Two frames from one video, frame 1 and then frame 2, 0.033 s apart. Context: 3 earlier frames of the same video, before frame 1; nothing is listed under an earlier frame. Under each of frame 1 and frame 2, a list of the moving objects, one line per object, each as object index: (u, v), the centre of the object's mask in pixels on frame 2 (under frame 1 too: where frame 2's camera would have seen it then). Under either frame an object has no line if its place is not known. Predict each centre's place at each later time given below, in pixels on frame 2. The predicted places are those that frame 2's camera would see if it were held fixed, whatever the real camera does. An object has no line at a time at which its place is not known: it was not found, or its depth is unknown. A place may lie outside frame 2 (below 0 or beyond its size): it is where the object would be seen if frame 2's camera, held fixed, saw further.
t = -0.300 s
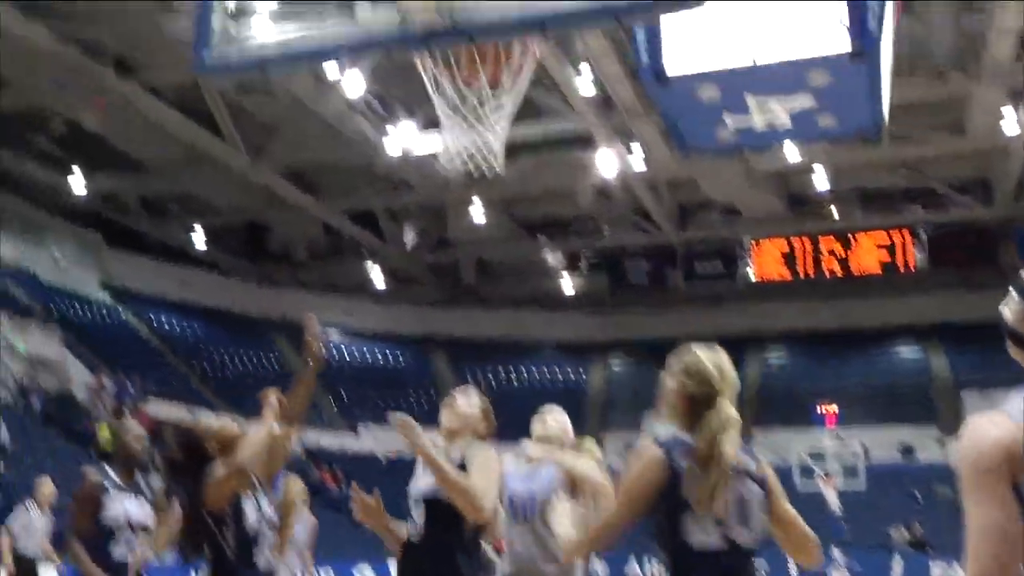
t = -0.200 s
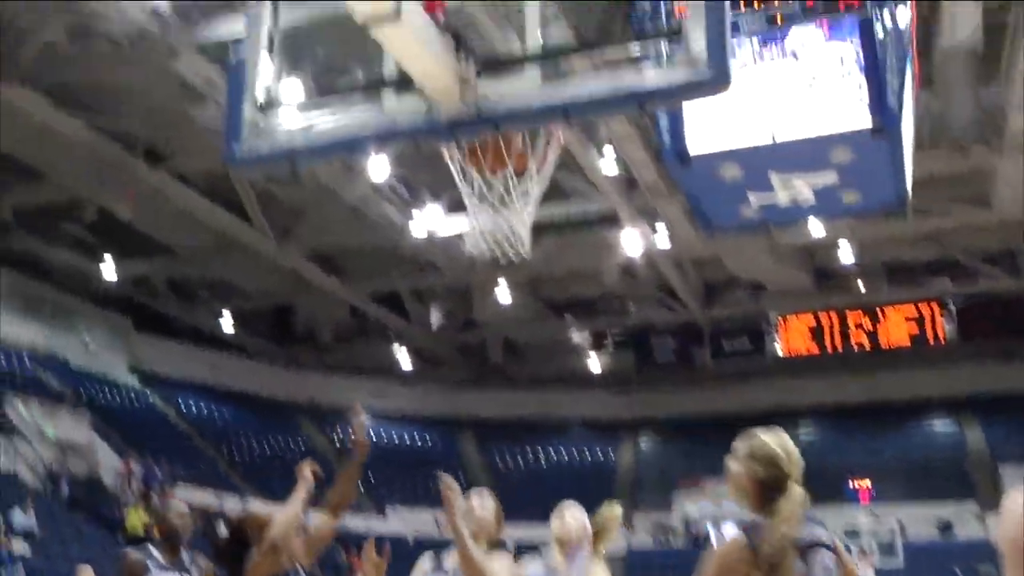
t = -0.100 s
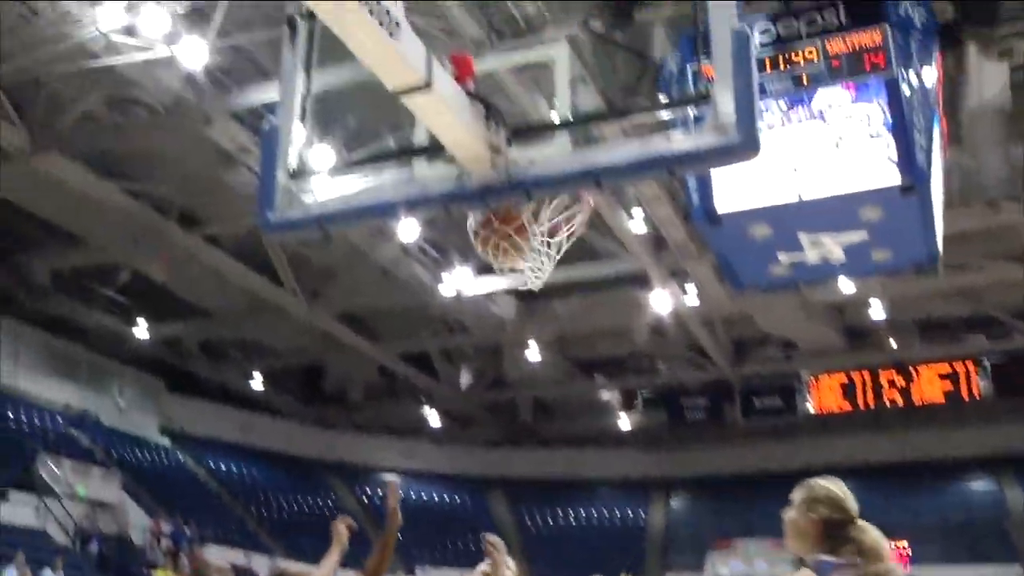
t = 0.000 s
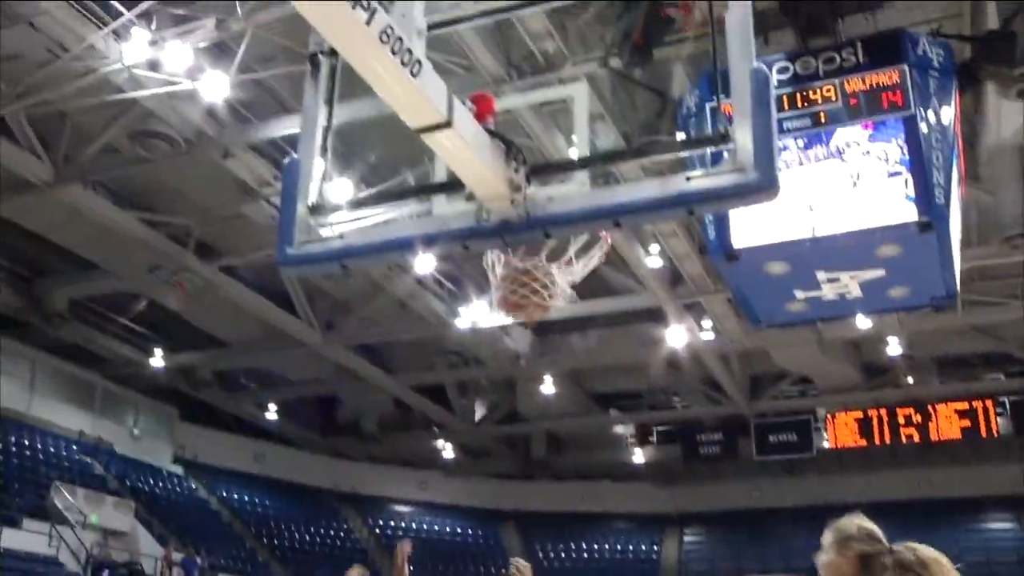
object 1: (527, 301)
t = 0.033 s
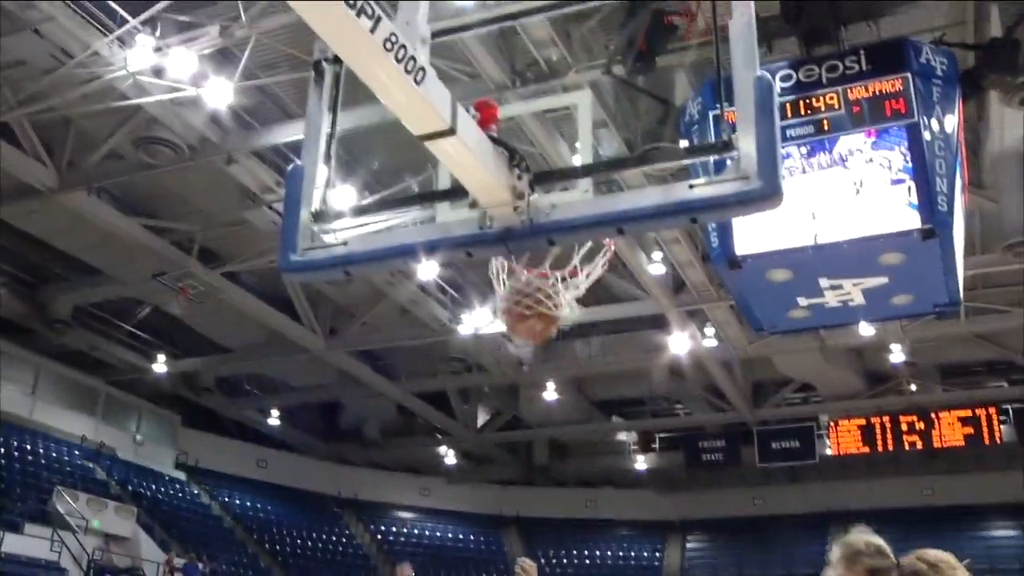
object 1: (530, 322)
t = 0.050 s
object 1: (534, 331)
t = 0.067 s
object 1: (535, 334)
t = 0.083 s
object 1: (537, 340)
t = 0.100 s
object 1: (538, 346)
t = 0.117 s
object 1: (540, 351)
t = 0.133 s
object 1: (542, 360)
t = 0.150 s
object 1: (546, 370)
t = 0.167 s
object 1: (546, 380)
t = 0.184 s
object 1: (547, 389)
